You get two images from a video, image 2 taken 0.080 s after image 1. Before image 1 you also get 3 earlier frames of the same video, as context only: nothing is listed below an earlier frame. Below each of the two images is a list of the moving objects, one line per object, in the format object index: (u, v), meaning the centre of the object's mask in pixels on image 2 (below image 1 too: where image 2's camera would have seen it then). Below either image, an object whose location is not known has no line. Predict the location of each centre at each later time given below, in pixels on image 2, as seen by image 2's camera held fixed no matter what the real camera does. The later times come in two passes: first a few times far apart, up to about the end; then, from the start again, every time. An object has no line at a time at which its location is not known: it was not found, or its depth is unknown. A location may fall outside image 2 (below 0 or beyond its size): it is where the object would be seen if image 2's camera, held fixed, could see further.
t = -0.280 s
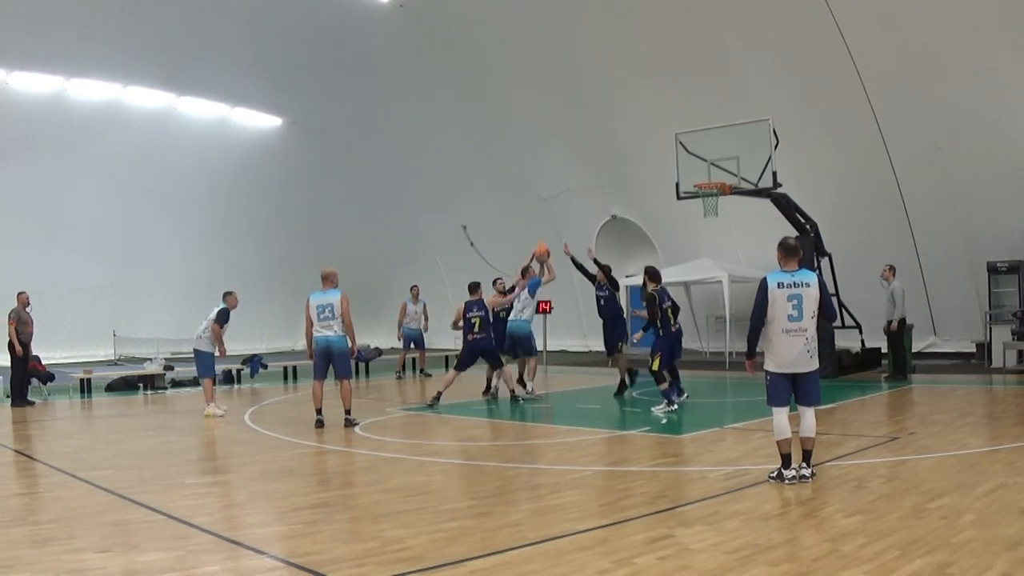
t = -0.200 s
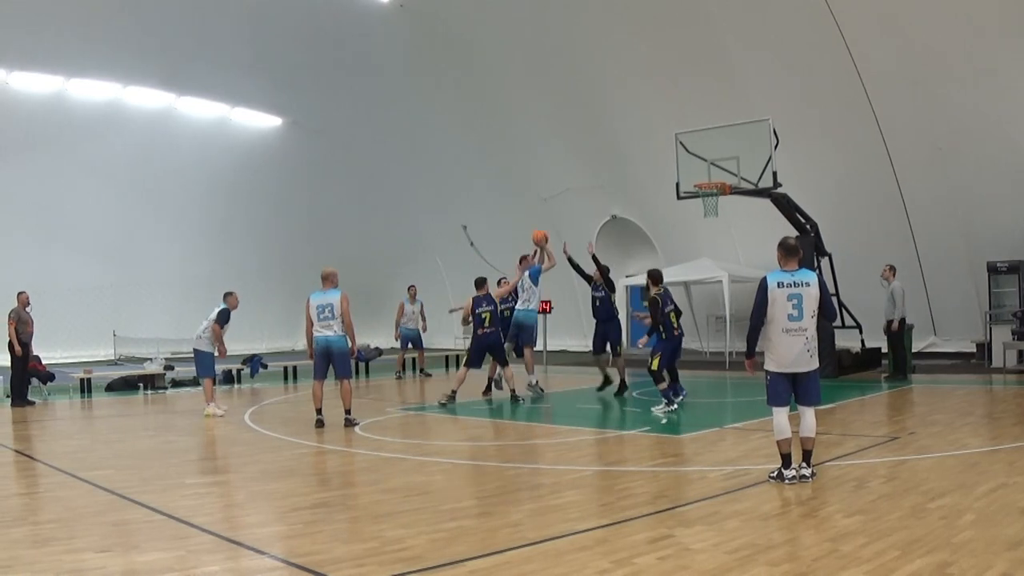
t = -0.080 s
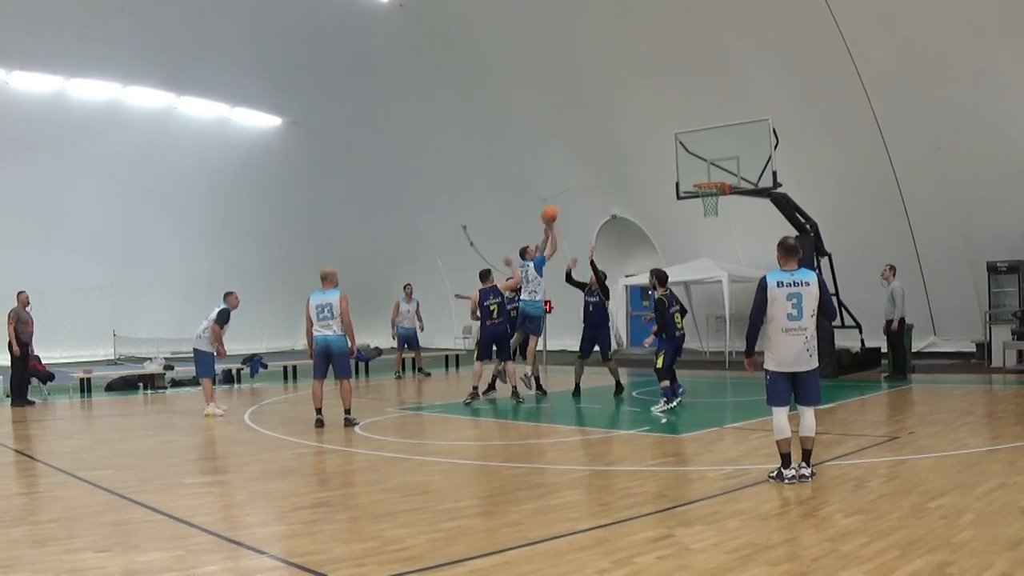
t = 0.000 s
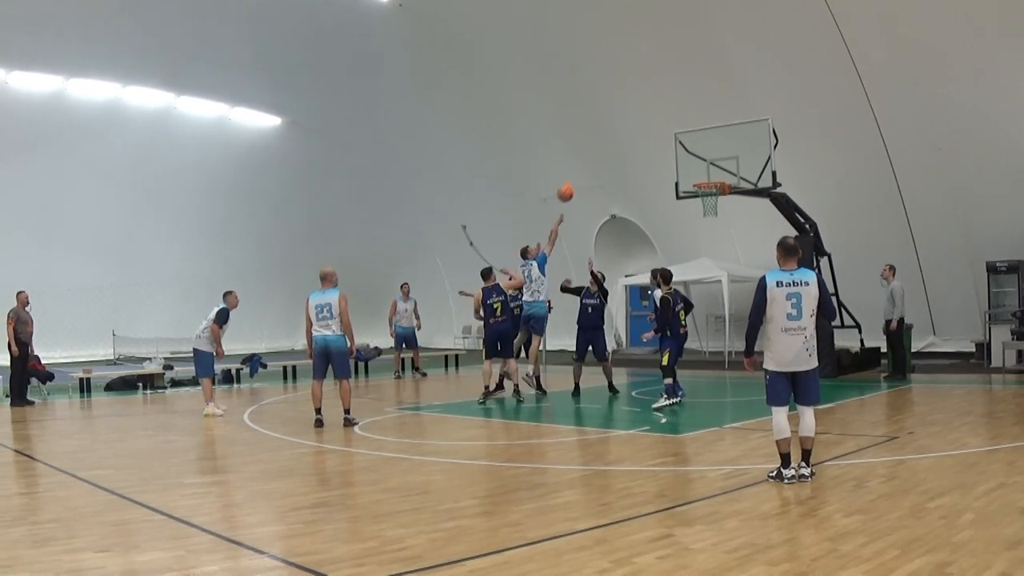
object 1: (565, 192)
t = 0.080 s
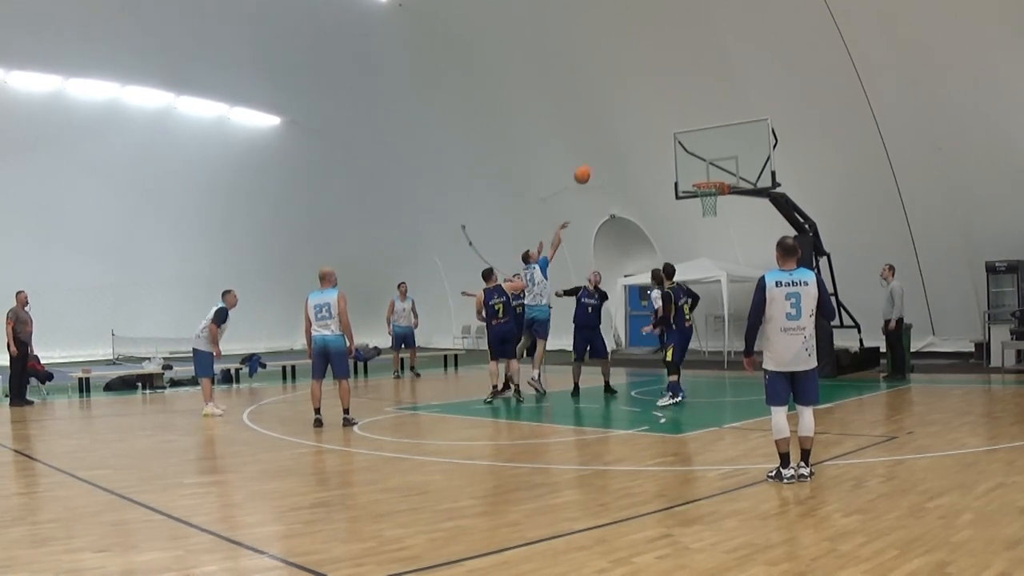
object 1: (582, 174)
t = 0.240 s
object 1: (617, 153)
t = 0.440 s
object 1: (660, 148)
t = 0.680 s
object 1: (712, 175)
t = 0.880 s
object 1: (691, 161)
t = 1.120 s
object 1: (663, 174)
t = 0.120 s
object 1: (591, 169)
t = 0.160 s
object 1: (600, 162)
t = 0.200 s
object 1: (608, 156)
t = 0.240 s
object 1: (617, 153)
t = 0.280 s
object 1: (626, 150)
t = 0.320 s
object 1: (634, 148)
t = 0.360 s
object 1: (643, 147)
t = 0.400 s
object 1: (652, 147)
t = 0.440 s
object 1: (660, 148)
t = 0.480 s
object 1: (668, 151)
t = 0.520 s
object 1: (677, 154)
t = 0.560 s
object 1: (686, 159)
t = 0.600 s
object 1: (695, 164)
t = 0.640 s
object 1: (703, 170)
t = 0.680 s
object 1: (712, 175)
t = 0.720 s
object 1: (709, 173)
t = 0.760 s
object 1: (705, 169)
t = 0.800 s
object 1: (700, 165)
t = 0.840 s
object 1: (696, 162)
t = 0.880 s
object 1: (691, 161)
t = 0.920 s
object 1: (686, 160)
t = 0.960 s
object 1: (682, 161)
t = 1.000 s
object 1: (677, 162)
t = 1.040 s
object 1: (672, 165)
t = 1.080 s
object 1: (668, 169)
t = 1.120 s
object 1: (663, 174)
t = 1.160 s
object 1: (659, 181)
